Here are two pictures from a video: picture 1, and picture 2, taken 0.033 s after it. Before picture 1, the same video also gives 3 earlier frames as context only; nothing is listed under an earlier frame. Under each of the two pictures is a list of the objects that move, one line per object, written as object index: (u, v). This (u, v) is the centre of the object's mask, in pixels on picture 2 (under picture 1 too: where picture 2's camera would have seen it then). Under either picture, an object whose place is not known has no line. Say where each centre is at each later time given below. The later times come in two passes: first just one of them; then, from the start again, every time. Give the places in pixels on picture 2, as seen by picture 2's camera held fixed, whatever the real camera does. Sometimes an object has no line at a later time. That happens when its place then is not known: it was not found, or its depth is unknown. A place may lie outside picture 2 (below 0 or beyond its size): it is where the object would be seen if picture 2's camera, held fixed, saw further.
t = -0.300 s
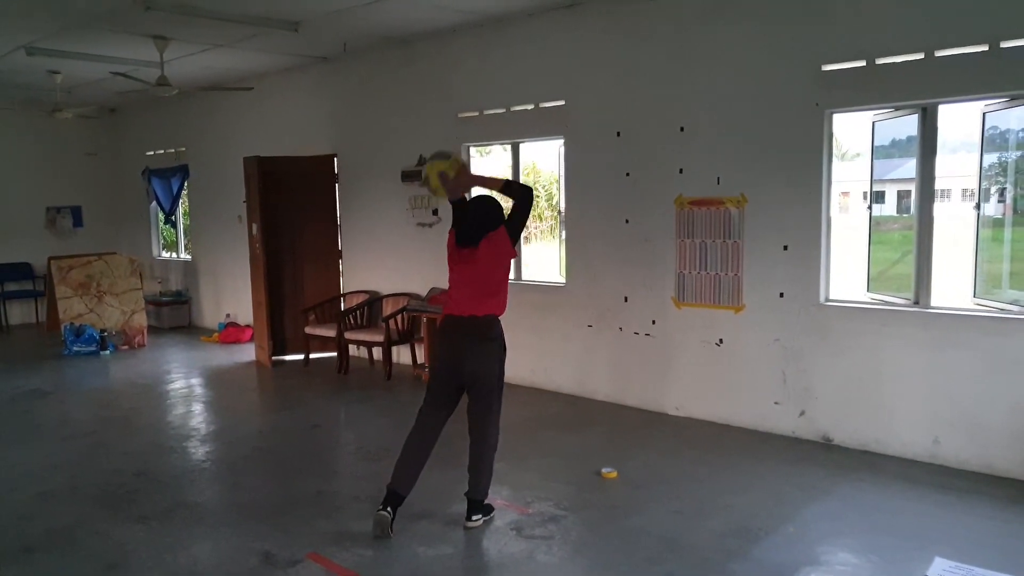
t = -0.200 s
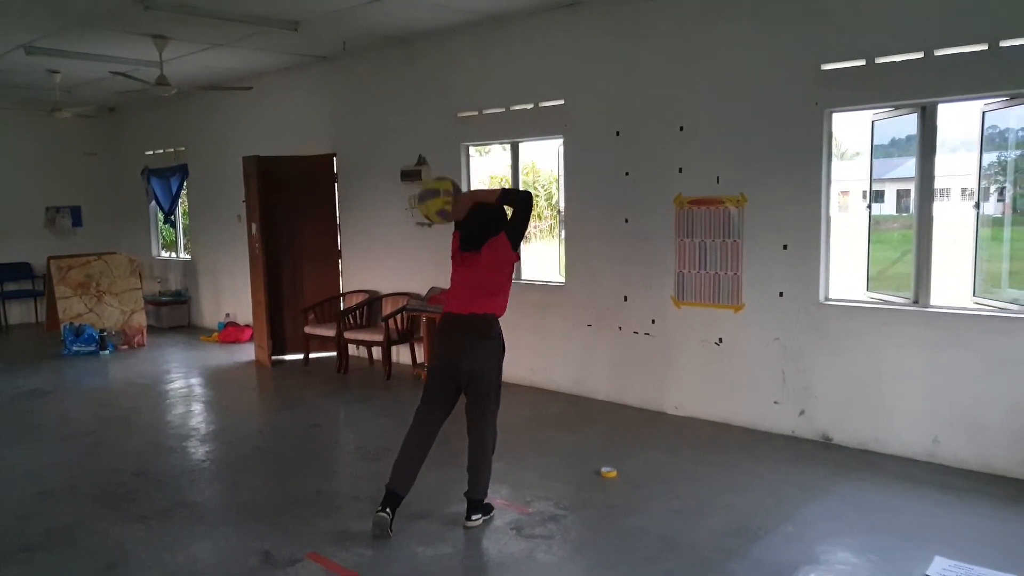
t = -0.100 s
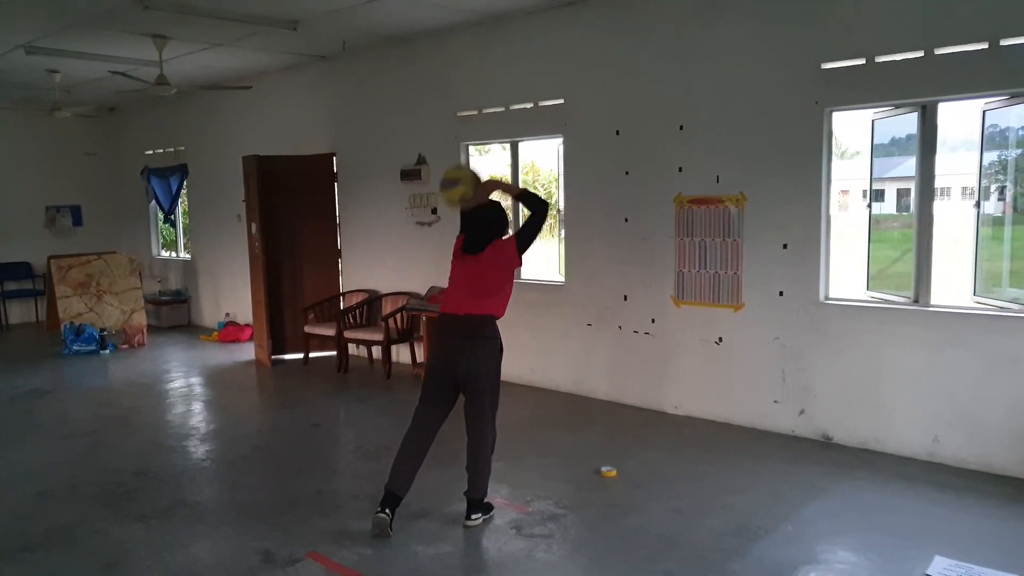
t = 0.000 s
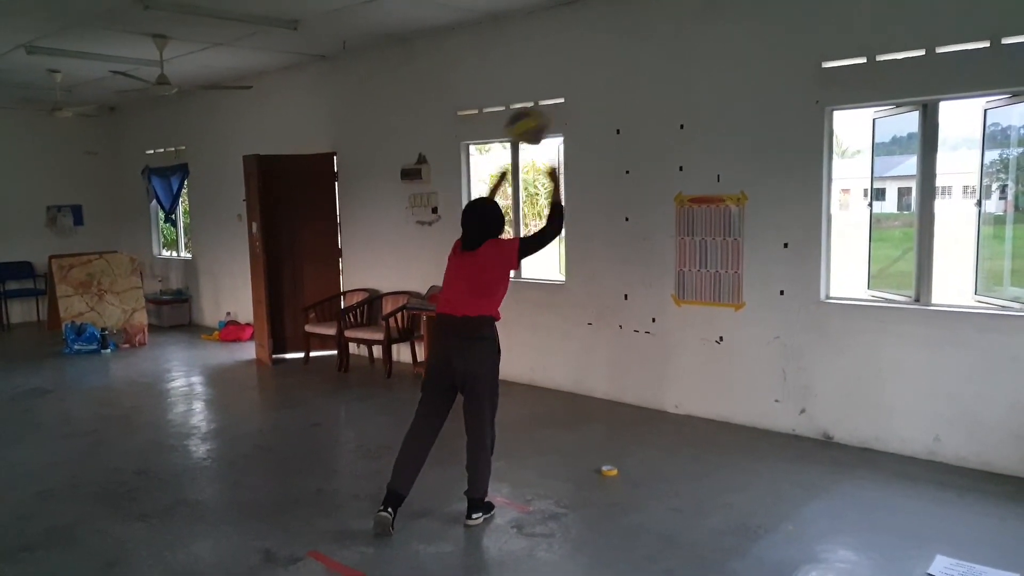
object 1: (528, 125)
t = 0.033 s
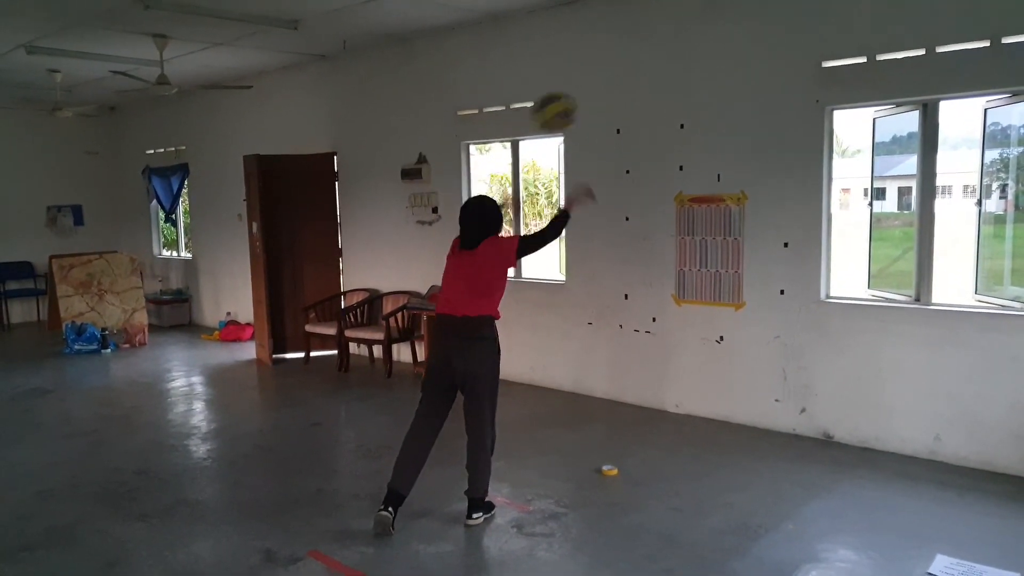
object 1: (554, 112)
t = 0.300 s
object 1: (698, 76)
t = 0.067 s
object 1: (579, 100)
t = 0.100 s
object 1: (603, 90)
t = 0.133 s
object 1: (625, 84)
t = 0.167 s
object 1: (646, 79)
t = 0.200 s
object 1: (666, 76)
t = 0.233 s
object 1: (685, 76)
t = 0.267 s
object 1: (703, 77)
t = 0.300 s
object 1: (698, 76)
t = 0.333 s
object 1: (685, 76)
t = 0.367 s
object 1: (672, 77)
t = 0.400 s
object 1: (659, 81)
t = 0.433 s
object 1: (645, 86)
